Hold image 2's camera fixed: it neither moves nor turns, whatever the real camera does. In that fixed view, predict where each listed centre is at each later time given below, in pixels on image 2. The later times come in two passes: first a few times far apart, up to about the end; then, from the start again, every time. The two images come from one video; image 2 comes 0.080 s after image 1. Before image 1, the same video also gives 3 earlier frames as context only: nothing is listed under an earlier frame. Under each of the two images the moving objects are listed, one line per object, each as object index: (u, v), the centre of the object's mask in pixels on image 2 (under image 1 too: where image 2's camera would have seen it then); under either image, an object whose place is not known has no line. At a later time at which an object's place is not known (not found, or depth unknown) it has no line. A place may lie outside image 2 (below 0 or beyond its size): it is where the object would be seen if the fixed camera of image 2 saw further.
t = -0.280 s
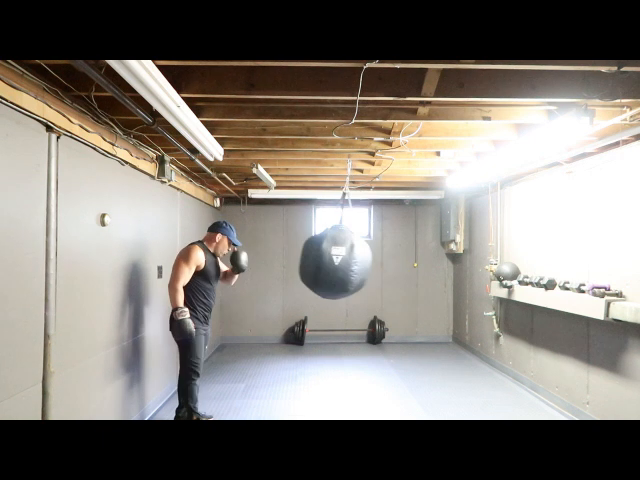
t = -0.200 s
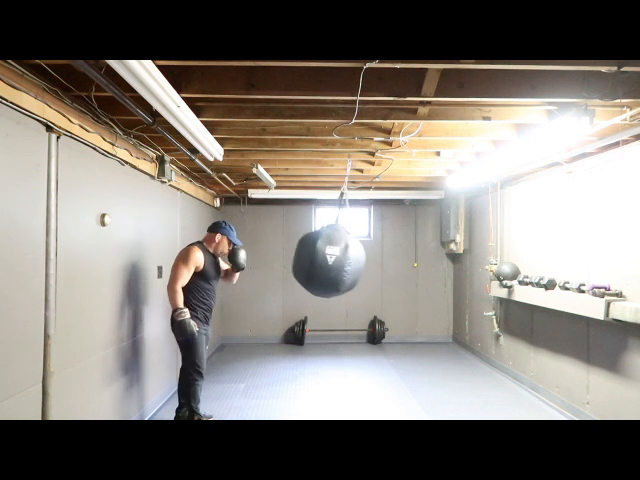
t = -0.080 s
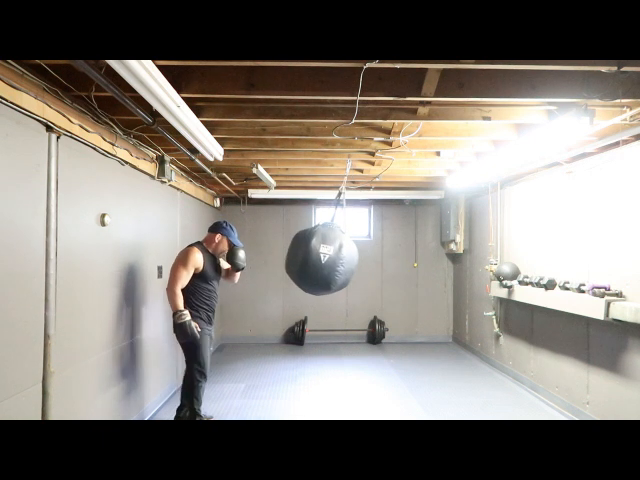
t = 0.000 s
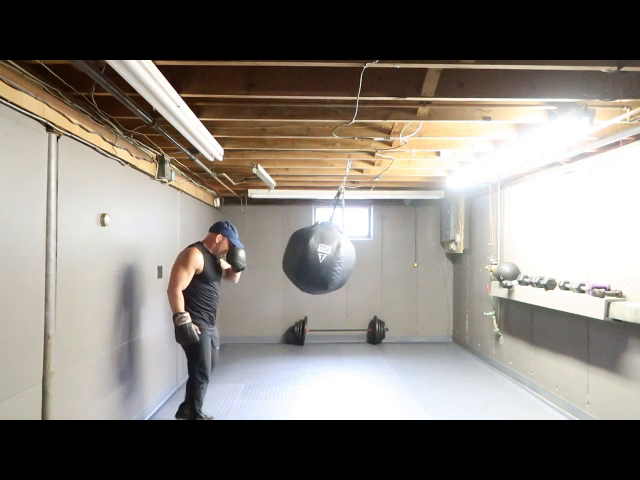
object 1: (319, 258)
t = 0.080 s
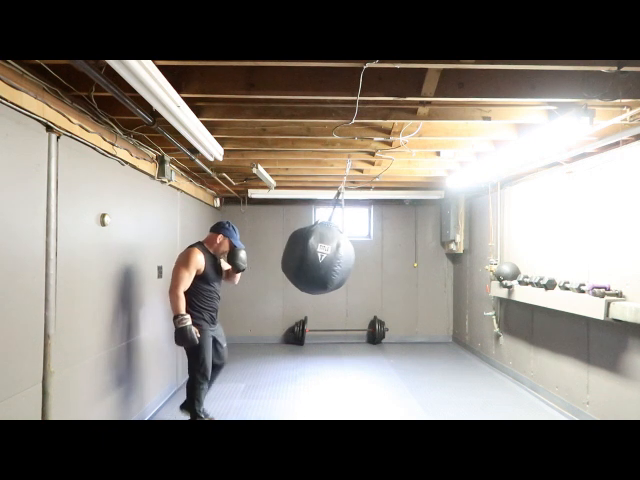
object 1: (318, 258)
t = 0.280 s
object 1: (323, 260)
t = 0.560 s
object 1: (347, 264)
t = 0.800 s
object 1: (370, 262)
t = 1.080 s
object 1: (381, 259)
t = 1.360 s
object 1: (370, 262)
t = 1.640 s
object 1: (343, 264)
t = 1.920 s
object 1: (322, 260)
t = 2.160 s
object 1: (319, 259)
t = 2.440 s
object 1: (335, 264)
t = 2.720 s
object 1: (364, 263)
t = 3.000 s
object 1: (382, 259)
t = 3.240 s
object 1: (379, 260)
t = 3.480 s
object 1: (361, 264)
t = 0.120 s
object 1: (318, 258)
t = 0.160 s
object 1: (319, 259)
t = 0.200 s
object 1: (320, 259)
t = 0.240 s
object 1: (321, 260)
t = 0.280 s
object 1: (323, 260)
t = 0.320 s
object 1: (326, 261)
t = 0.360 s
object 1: (328, 262)
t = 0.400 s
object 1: (331, 263)
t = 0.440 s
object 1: (335, 263)
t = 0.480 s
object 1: (339, 264)
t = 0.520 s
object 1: (343, 264)
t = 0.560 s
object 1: (347, 264)
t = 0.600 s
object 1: (351, 264)
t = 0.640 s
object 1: (355, 264)
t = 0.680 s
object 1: (359, 264)
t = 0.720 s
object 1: (363, 263)
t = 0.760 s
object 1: (367, 263)
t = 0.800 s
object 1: (370, 262)
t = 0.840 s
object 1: (373, 261)
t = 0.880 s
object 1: (375, 260)
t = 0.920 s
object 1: (377, 260)
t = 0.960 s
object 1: (379, 259)
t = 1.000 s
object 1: (380, 259)
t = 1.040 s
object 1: (381, 259)
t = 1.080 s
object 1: (381, 259)
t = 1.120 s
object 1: (381, 259)
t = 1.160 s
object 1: (380, 259)
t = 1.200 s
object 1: (379, 260)
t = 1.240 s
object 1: (378, 260)
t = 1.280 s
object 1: (375, 261)
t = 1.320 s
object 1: (373, 262)
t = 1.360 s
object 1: (370, 262)
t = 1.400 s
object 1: (367, 263)
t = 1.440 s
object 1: (363, 264)
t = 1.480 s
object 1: (360, 264)
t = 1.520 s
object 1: (355, 264)
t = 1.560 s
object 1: (351, 265)
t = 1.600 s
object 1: (347, 265)
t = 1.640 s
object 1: (343, 264)
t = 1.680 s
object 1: (339, 264)
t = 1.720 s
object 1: (336, 264)
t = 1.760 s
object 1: (332, 263)
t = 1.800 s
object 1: (329, 262)
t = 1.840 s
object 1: (326, 261)
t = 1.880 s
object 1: (324, 261)
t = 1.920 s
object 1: (322, 260)
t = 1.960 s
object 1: (320, 259)
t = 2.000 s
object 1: (319, 259)
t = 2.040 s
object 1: (318, 259)
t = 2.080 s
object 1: (318, 259)
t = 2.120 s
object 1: (318, 259)
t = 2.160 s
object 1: (319, 259)
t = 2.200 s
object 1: (320, 260)
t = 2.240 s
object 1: (321, 261)
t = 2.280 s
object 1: (323, 261)
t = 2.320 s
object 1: (326, 262)
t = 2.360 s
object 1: (329, 263)
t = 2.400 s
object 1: (332, 264)
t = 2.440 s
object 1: (335, 264)
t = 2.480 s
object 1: (339, 265)
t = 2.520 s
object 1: (343, 265)
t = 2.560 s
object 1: (347, 265)
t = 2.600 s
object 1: (351, 265)
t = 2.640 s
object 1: (356, 264)
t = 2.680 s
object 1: (360, 264)
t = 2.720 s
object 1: (364, 263)
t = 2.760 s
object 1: (367, 263)
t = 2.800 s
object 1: (371, 262)
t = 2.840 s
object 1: (374, 261)
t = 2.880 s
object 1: (376, 261)
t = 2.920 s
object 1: (379, 260)
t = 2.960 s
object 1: (380, 260)
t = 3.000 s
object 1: (382, 259)
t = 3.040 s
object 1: (383, 259)
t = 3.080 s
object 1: (383, 259)
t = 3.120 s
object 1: (383, 259)
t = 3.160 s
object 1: (382, 259)
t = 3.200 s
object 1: (381, 260)
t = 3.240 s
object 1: (379, 260)
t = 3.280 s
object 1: (377, 261)
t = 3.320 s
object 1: (375, 262)
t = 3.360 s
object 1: (372, 262)
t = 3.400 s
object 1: (368, 263)
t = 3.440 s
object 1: (365, 263)
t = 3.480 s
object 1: (361, 264)
